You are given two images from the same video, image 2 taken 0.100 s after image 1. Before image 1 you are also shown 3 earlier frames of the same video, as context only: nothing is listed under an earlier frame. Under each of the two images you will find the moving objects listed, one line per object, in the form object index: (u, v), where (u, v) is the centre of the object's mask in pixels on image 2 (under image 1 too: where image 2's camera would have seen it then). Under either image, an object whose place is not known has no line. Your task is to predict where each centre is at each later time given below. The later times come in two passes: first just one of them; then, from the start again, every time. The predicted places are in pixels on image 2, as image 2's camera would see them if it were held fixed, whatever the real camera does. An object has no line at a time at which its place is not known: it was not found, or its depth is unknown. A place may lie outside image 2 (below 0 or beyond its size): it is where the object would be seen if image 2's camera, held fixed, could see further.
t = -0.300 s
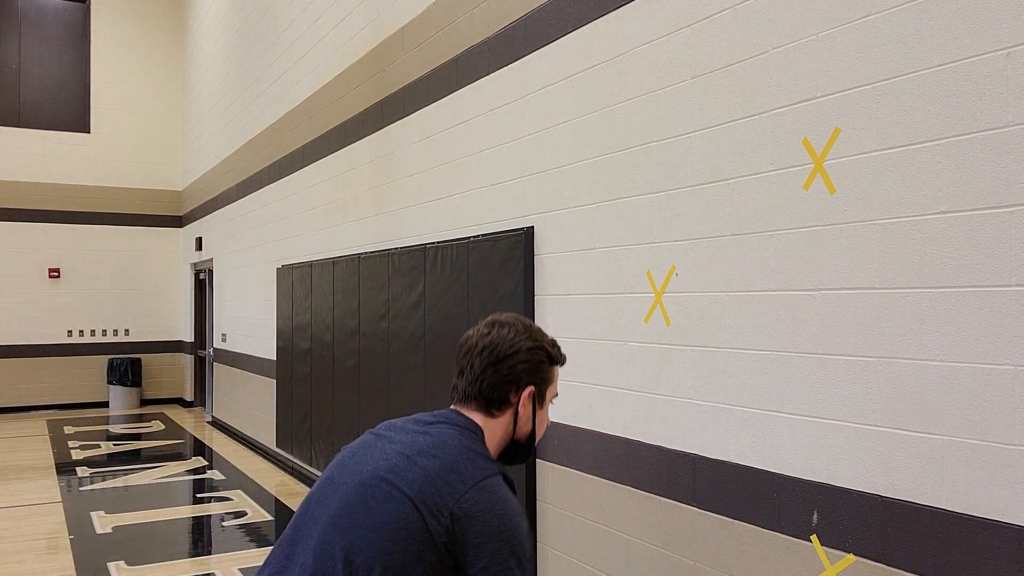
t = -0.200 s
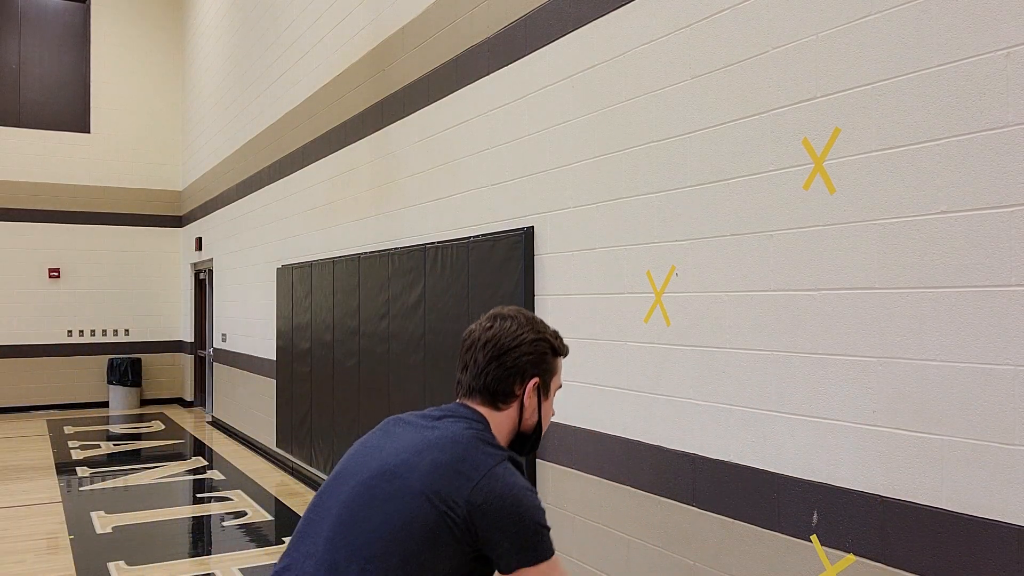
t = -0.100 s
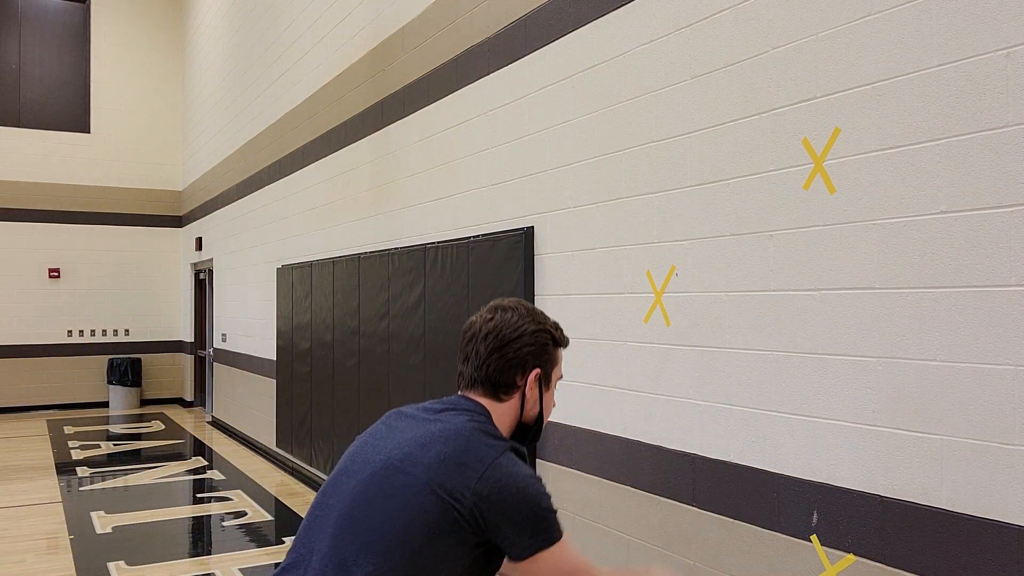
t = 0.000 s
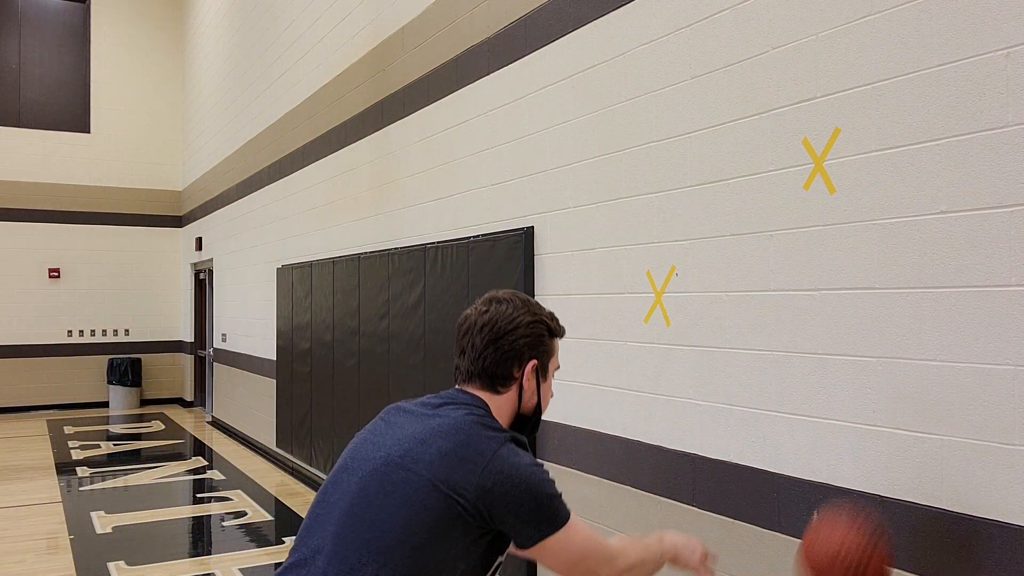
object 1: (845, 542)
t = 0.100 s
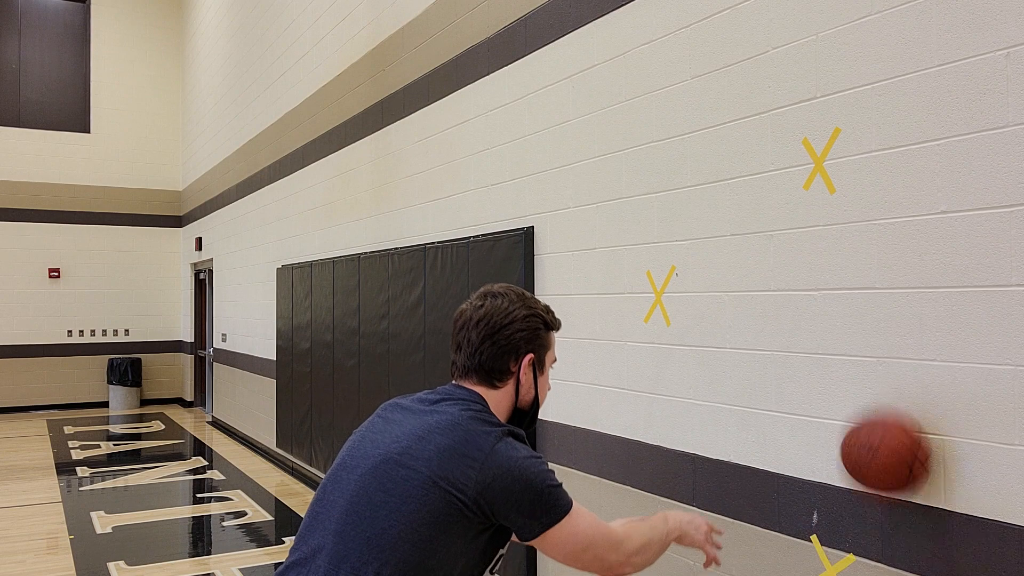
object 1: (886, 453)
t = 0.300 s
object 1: (795, 373)
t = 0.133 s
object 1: (874, 431)
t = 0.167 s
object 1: (859, 412)
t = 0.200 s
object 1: (843, 396)
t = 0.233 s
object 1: (827, 384)
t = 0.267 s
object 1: (811, 377)
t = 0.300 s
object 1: (795, 373)
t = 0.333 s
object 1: (779, 373)
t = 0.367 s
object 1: (762, 377)
